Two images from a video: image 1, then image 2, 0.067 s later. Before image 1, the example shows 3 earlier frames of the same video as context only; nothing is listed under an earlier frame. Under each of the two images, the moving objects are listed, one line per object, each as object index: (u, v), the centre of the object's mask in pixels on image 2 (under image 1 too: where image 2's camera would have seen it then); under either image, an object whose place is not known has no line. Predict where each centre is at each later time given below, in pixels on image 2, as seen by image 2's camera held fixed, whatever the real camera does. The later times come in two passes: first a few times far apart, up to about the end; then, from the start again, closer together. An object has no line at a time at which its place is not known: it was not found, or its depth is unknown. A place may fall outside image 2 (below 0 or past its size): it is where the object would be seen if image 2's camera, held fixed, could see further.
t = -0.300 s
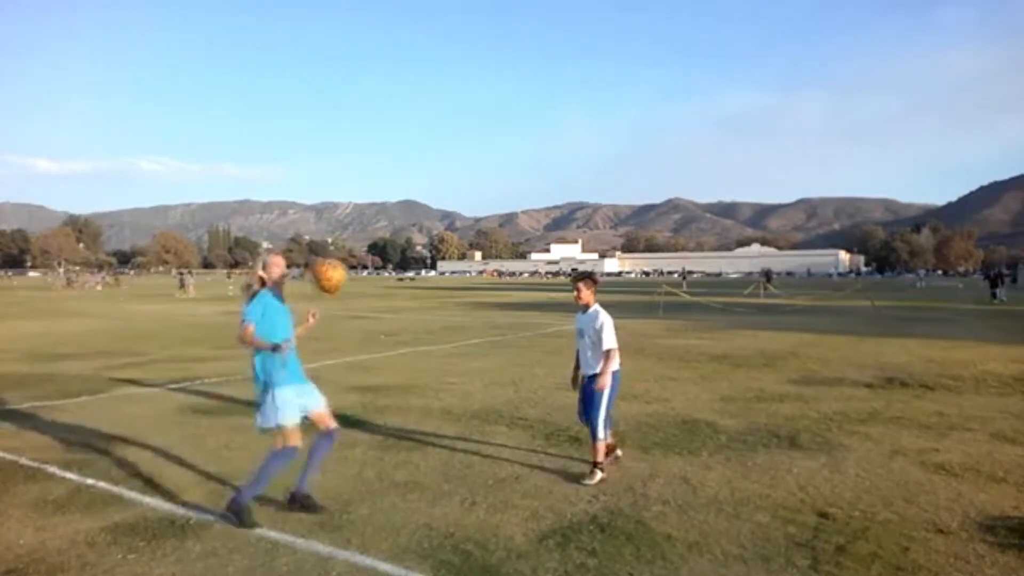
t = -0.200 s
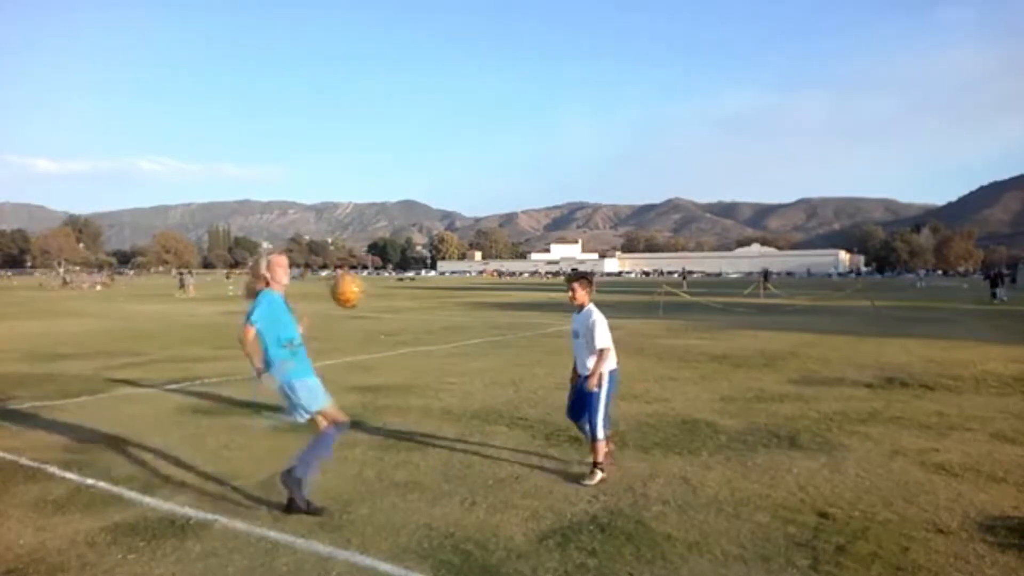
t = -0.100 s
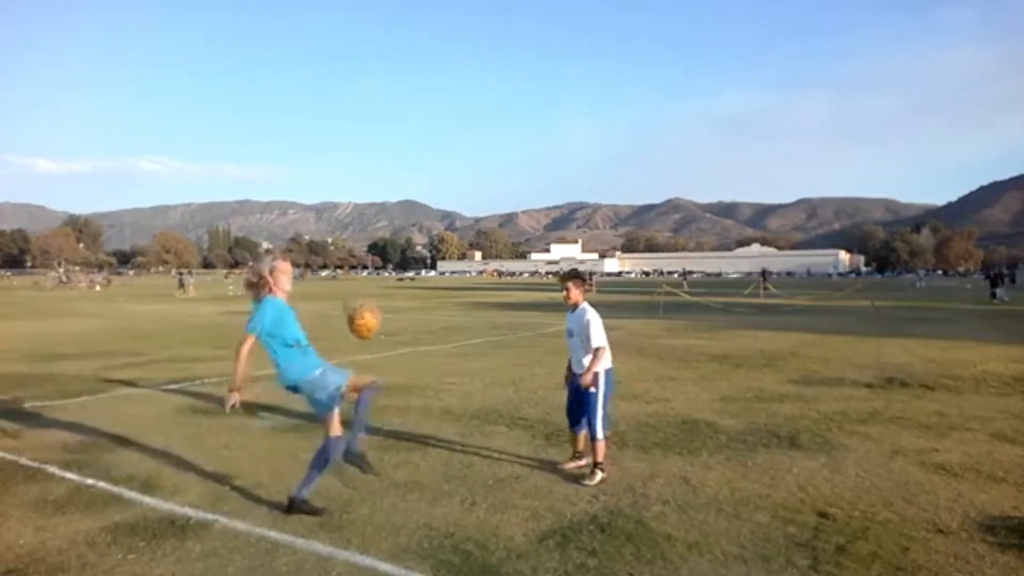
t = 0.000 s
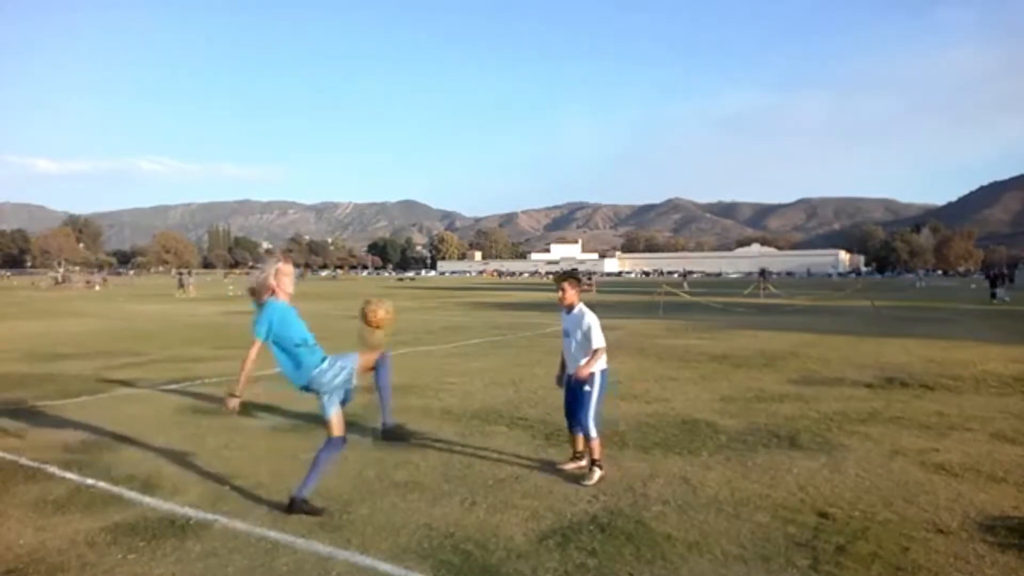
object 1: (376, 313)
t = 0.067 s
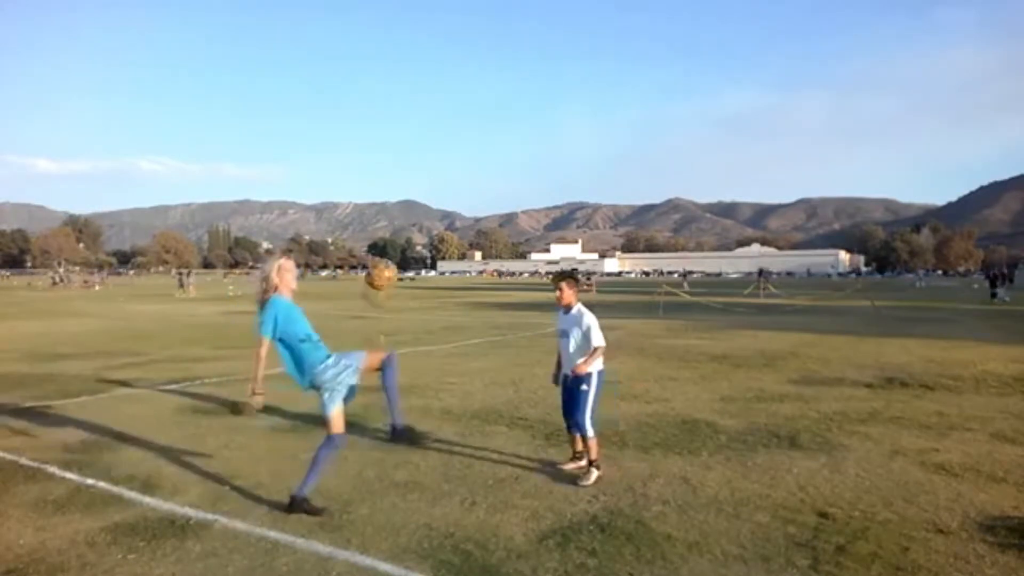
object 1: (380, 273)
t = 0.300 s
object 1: (394, 196)
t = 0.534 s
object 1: (406, 194)
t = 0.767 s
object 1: (419, 264)
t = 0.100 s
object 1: (383, 258)
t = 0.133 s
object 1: (387, 246)
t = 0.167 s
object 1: (387, 235)
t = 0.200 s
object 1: (389, 219)
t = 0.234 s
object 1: (390, 210)
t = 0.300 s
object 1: (394, 196)
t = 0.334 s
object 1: (395, 191)
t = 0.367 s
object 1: (397, 188)
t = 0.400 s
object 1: (399, 186)
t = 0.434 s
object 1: (401, 186)
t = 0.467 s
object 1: (403, 187)
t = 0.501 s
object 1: (404, 190)
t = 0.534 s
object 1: (406, 194)
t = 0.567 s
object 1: (407, 201)
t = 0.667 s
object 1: (414, 228)
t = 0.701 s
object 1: (417, 240)
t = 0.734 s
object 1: (418, 251)
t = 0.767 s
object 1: (419, 264)
